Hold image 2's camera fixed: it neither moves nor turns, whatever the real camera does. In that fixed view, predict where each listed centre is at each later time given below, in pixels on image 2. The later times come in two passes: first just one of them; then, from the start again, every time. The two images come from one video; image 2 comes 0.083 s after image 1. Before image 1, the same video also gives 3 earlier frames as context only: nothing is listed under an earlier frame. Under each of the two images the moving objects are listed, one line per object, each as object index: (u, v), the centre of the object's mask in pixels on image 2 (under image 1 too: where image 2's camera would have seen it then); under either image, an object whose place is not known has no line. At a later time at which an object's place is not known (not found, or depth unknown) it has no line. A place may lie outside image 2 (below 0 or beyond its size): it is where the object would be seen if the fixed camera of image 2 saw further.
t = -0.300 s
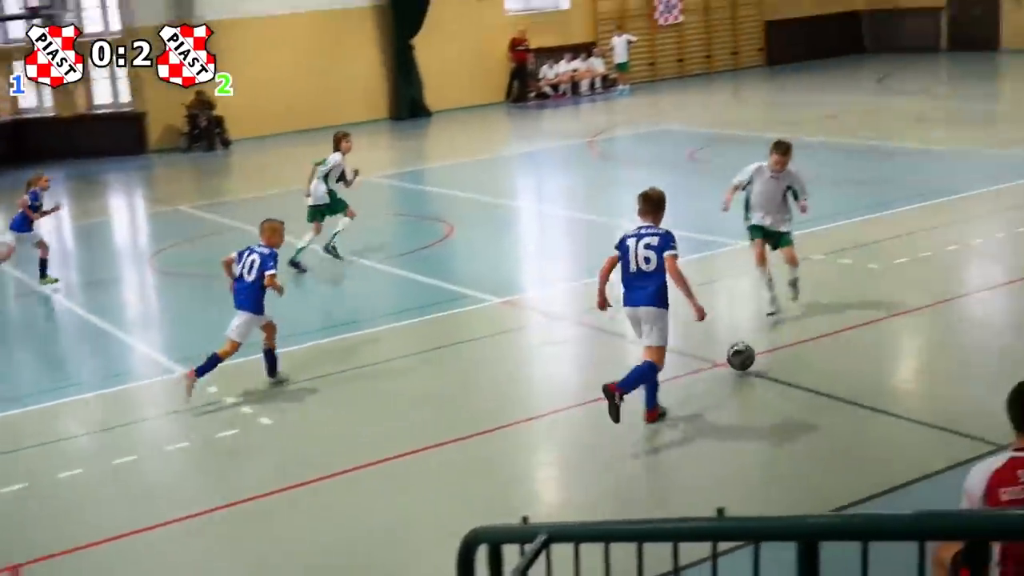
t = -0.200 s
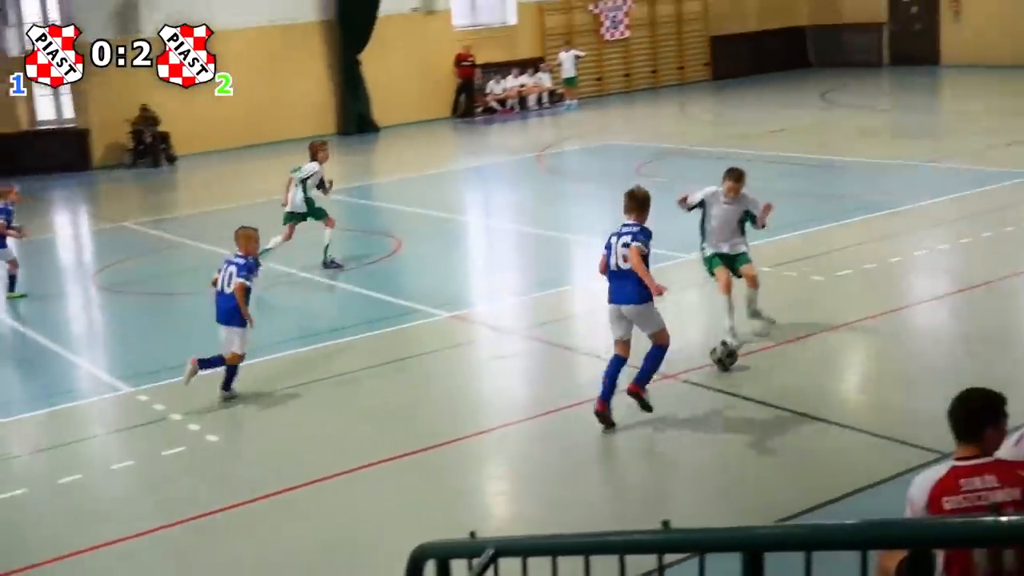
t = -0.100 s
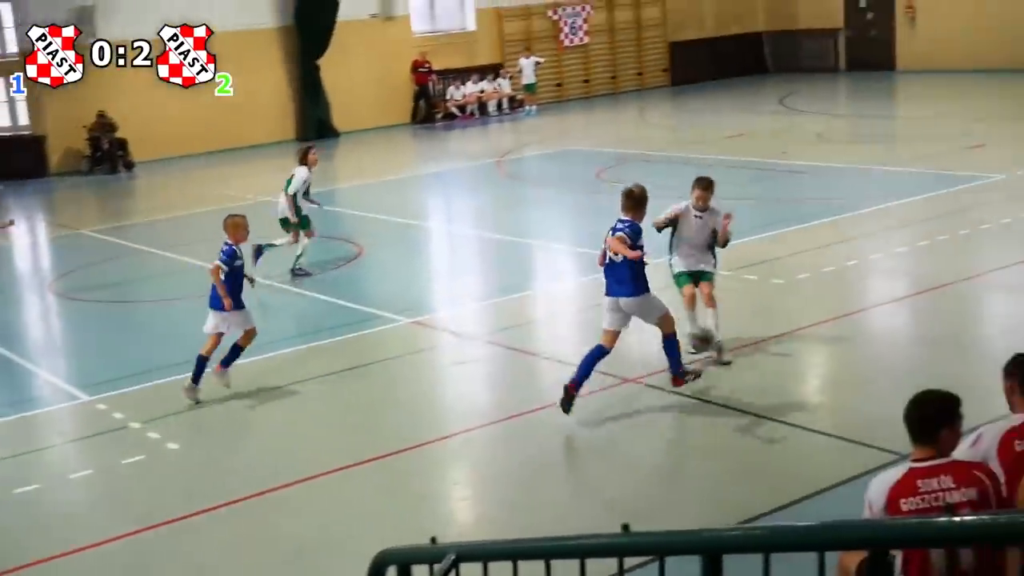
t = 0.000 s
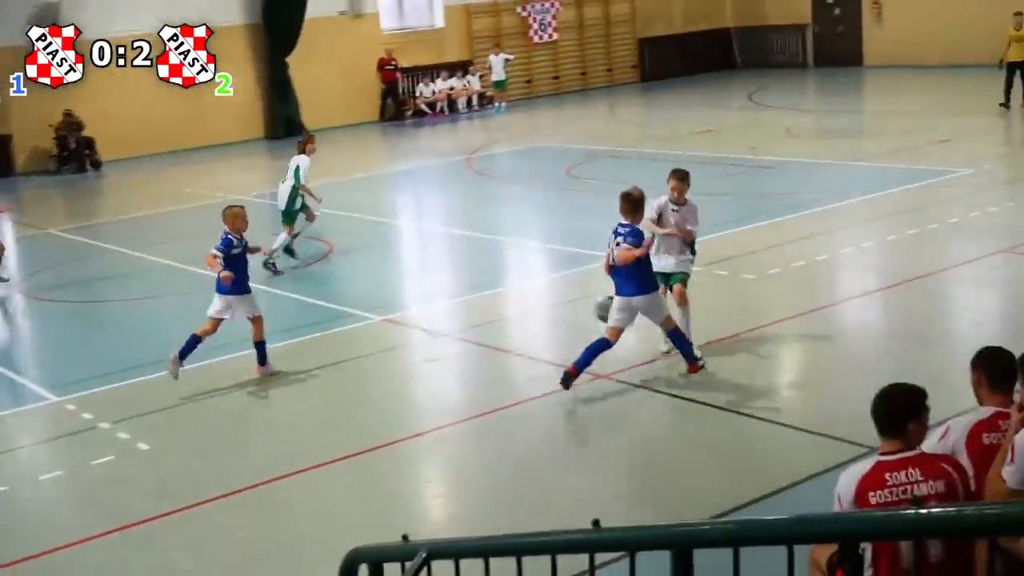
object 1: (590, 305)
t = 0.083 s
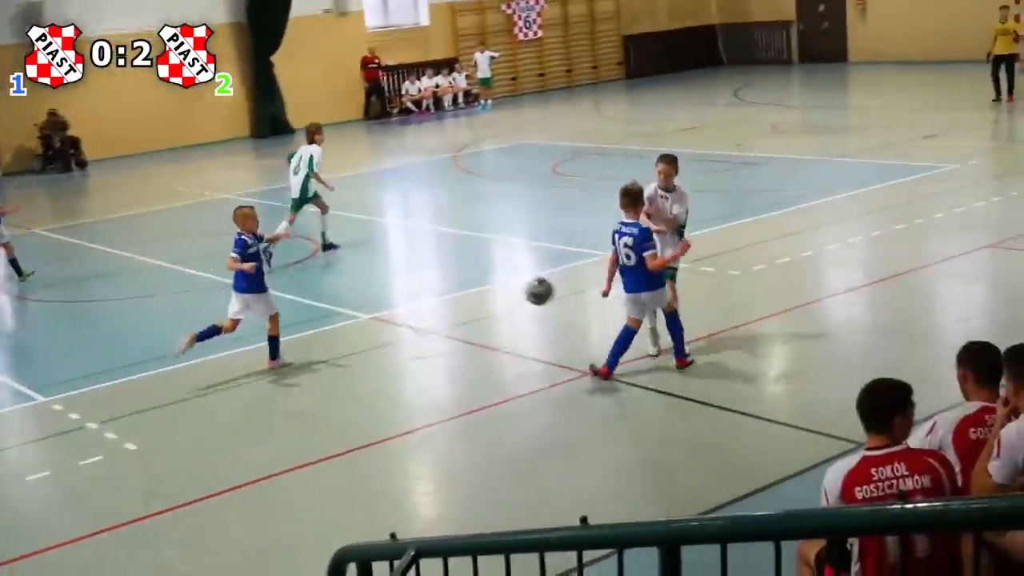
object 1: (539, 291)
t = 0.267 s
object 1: (409, 287)
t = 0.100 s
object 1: (527, 289)
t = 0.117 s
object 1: (515, 287)
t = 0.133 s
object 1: (503, 286)
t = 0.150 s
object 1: (491, 285)
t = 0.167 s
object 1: (479, 284)
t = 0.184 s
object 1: (468, 283)
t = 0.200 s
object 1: (456, 284)
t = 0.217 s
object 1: (444, 284)
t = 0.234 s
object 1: (432, 284)
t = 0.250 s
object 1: (421, 285)
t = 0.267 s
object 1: (409, 287)
